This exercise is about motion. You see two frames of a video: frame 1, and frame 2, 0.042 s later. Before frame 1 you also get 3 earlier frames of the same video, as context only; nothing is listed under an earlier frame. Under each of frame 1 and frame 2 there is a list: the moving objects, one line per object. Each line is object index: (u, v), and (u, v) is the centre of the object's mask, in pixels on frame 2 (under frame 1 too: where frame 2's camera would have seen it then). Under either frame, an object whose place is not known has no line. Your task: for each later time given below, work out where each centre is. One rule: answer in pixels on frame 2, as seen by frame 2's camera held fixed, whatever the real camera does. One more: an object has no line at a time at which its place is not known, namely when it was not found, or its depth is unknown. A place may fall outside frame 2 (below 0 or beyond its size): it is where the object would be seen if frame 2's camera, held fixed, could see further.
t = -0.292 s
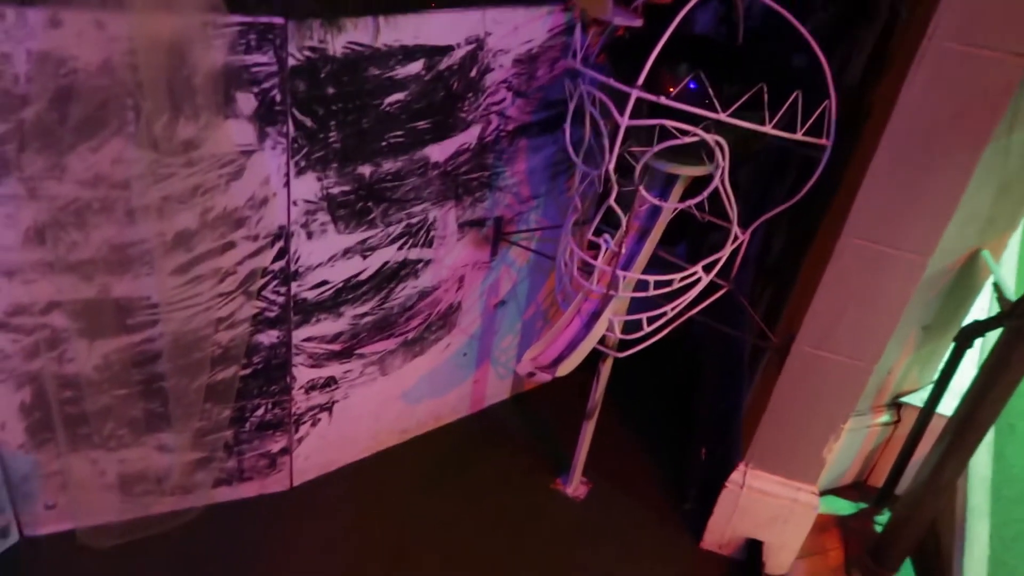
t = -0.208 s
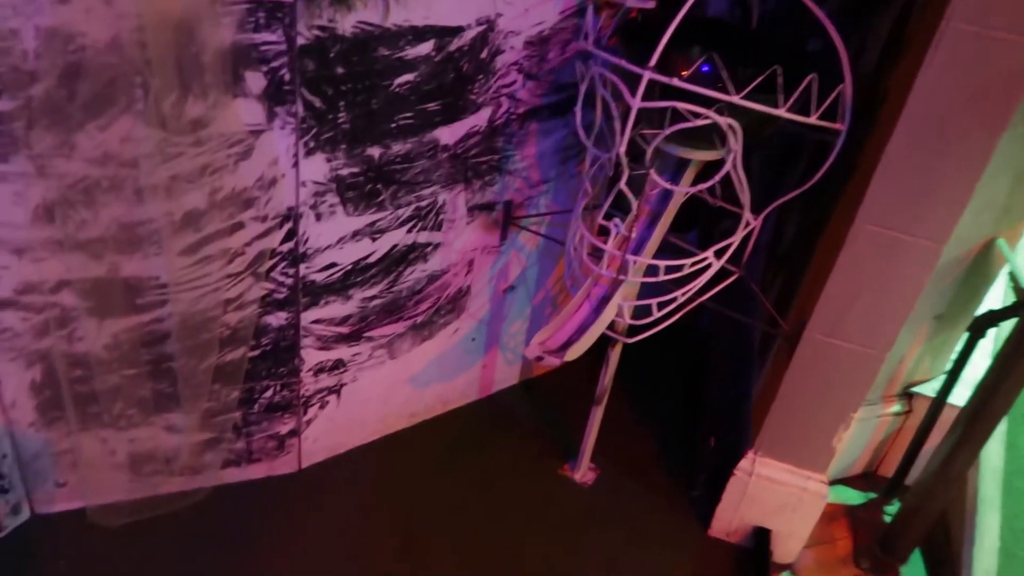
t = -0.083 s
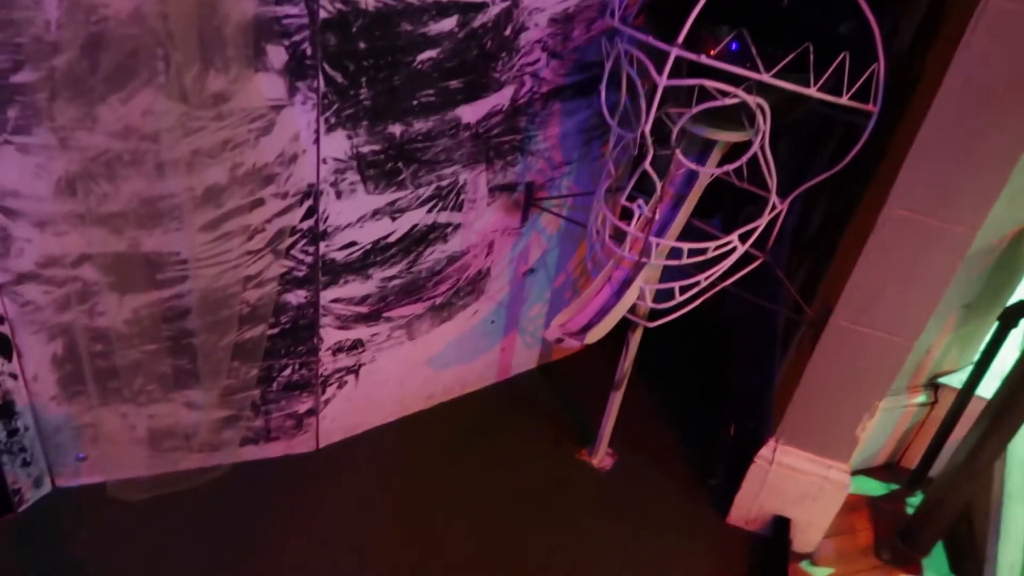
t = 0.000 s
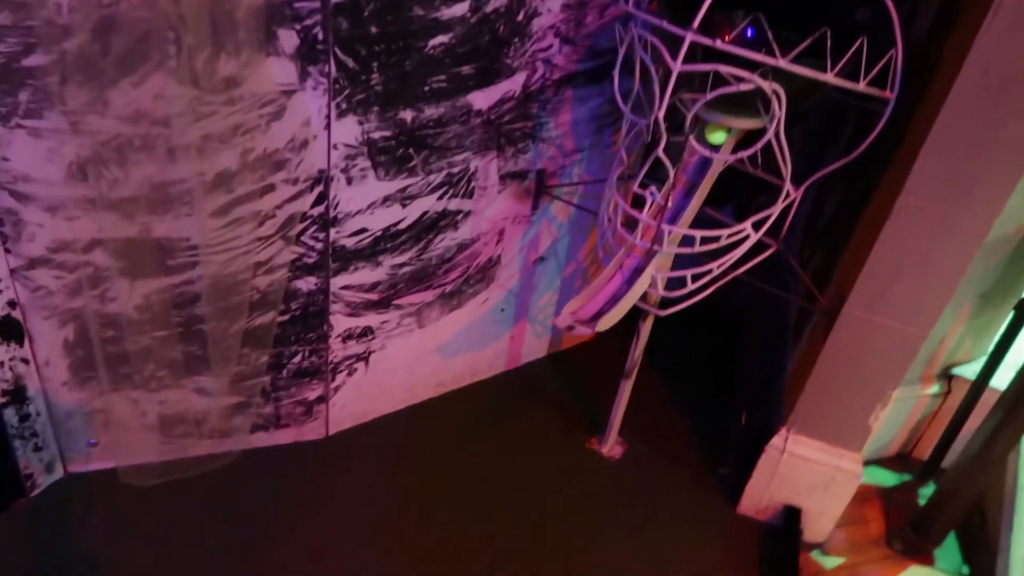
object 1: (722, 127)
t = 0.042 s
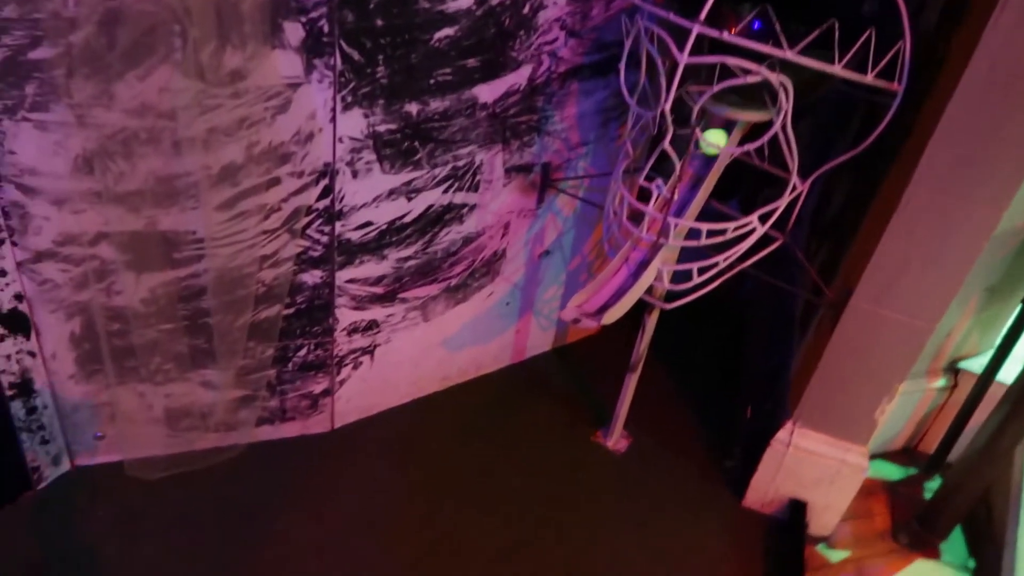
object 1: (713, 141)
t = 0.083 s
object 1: (698, 167)
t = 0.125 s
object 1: (684, 195)
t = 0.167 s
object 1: (659, 226)
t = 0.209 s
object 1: (639, 259)
